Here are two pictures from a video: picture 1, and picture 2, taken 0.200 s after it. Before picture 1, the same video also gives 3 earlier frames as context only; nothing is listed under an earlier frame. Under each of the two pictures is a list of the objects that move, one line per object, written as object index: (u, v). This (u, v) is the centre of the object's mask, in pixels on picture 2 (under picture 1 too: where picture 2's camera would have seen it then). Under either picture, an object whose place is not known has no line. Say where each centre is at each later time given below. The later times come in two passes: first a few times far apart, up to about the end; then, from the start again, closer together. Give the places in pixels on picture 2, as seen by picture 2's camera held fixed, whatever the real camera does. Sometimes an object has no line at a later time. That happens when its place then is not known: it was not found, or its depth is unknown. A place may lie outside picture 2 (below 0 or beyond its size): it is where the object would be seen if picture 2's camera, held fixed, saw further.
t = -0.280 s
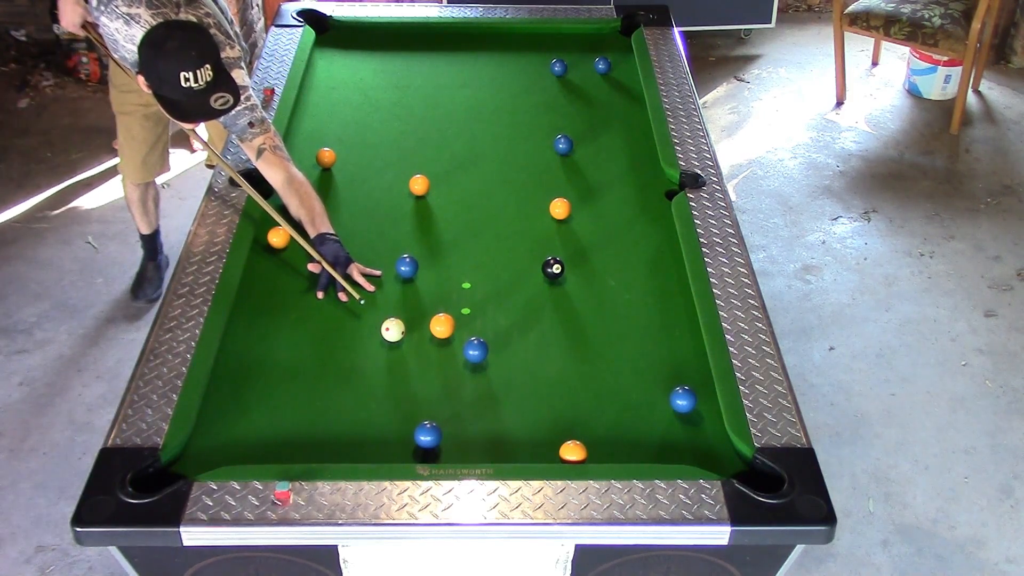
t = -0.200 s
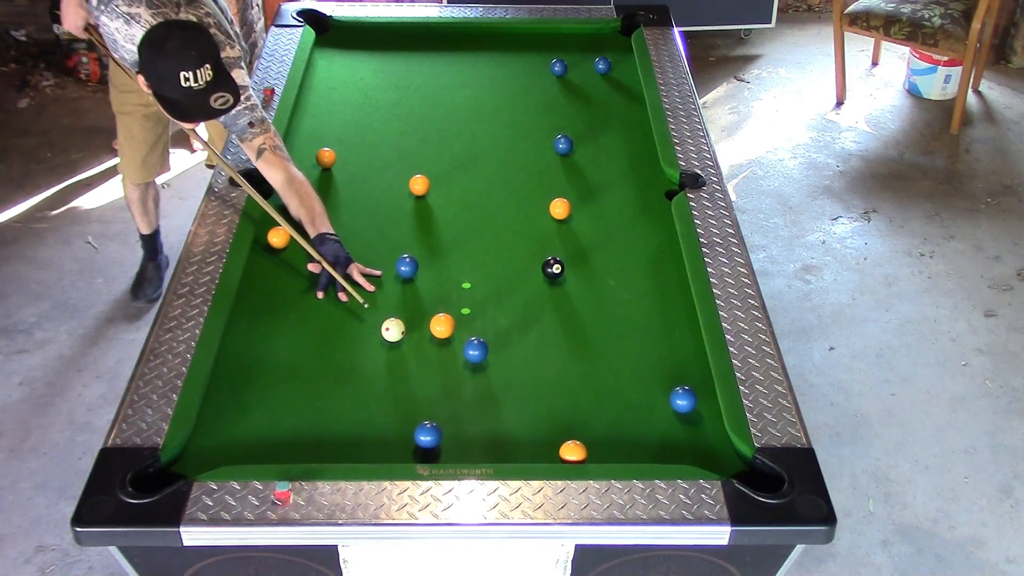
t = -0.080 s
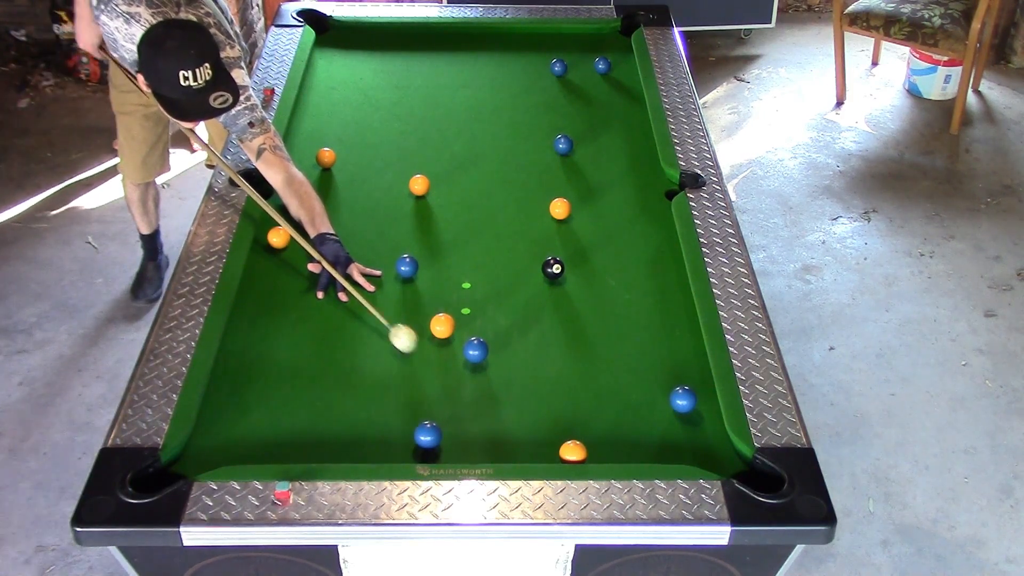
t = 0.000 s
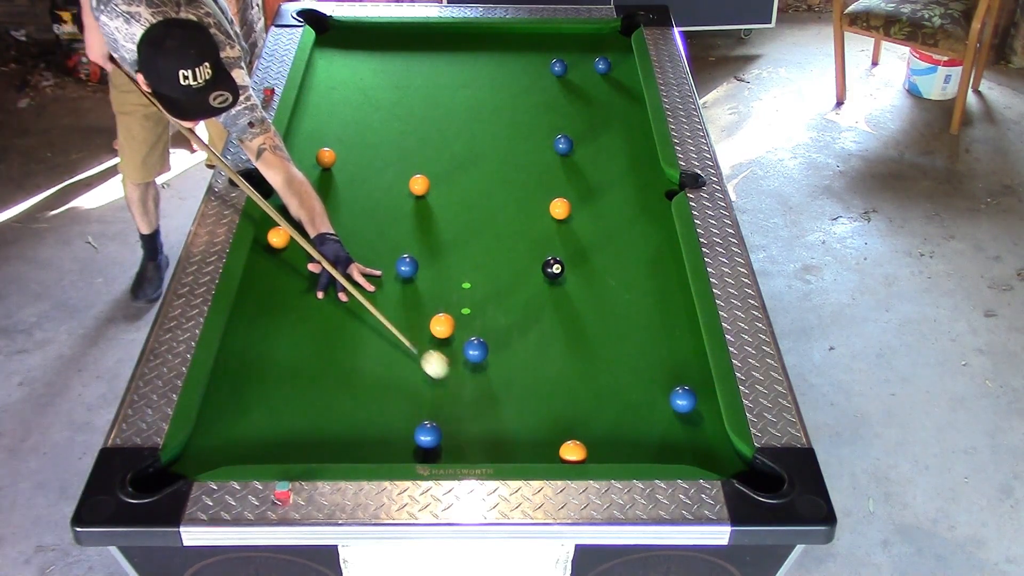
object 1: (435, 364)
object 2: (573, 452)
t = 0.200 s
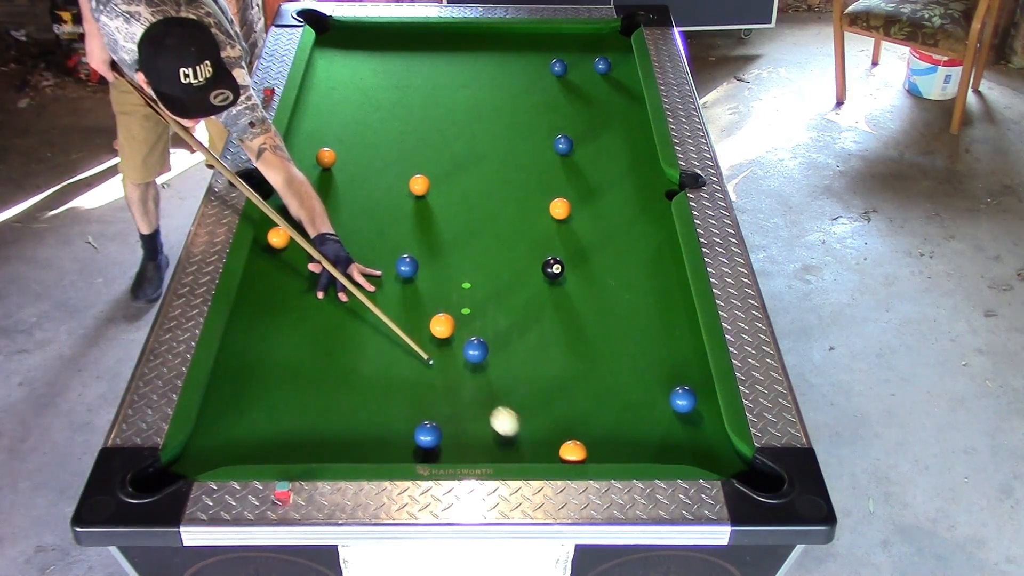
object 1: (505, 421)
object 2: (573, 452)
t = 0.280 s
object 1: (534, 443)
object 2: (573, 452)
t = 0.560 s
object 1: (543, 419)
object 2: (631, 454)
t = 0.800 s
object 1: (544, 383)
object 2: (675, 452)
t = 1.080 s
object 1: (545, 348)
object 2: (720, 452)
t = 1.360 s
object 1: (546, 318)
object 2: (726, 462)
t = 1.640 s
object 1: (547, 293)
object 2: (727, 467)
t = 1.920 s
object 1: (544, 280)
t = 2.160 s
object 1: (540, 278)
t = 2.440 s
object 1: (539, 277)
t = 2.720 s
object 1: (539, 277)
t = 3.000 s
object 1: (539, 277)
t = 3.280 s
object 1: (539, 277)
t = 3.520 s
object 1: (539, 277)
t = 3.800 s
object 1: (539, 277)
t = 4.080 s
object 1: (539, 277)
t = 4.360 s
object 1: (539, 277)
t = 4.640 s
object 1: (539, 277)
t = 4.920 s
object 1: (539, 277)
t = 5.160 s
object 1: (539, 277)
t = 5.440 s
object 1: (539, 277)
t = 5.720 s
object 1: (539, 277)
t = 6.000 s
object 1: (539, 277)
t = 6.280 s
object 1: (539, 277)
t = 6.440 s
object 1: (539, 277)
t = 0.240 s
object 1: (519, 433)
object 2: (573, 452)
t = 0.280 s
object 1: (534, 443)
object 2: (573, 452)
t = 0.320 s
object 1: (545, 453)
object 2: (576, 452)
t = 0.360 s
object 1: (543, 450)
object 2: (588, 453)
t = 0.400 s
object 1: (543, 444)
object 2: (597, 453)
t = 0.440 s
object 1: (543, 438)
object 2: (606, 454)
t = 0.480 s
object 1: (543, 432)
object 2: (615, 454)
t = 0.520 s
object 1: (543, 426)
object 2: (623, 454)
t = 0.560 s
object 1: (543, 419)
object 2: (631, 454)
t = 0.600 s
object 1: (543, 413)
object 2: (638, 454)
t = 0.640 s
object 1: (543, 407)
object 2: (646, 453)
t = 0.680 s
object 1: (544, 401)
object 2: (653, 453)
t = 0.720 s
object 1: (544, 395)
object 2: (661, 453)
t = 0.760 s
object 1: (544, 389)
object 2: (668, 453)
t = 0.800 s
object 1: (544, 383)
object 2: (675, 452)
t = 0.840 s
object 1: (544, 378)
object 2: (682, 452)
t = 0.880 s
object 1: (544, 373)
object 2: (689, 452)
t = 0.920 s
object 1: (544, 368)
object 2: (695, 452)
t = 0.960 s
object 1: (545, 363)
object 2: (702, 452)
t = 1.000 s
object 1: (545, 358)
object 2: (708, 452)
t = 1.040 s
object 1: (545, 353)
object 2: (714, 452)
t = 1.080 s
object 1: (545, 348)
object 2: (720, 452)
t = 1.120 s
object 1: (546, 343)
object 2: (727, 452)
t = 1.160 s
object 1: (546, 339)
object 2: (728, 453)
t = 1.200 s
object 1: (546, 335)
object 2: (727, 455)
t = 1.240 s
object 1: (546, 330)
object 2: (727, 457)
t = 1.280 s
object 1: (546, 326)
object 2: (726, 459)
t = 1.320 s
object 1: (546, 322)
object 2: (726, 460)
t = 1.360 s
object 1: (546, 318)
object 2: (726, 462)
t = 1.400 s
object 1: (547, 314)
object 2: (725, 463)
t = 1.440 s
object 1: (547, 311)
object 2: (725, 465)
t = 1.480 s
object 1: (547, 307)
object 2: (725, 466)
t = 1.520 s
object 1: (547, 303)
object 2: (725, 467)
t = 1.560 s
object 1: (547, 300)
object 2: (725, 467)
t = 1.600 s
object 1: (547, 297)
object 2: (726, 467)
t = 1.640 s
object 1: (547, 293)
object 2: (727, 467)
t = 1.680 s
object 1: (547, 290)
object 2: (729, 467)
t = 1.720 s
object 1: (547, 287)
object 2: (730, 467)
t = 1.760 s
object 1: (547, 284)
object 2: (733, 467)
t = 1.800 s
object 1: (546, 281)
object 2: (736, 469)
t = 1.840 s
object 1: (545, 281)
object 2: (740, 471)
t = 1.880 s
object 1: (544, 280)
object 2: (745, 477)
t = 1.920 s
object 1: (544, 280)
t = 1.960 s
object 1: (543, 279)
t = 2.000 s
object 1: (542, 279)
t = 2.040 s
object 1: (542, 279)
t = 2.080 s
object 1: (541, 278)
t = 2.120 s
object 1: (541, 278)
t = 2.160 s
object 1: (540, 278)
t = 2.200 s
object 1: (540, 277)
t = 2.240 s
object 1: (539, 277)
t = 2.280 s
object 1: (539, 277)
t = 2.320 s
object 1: (539, 277)
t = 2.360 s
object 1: (539, 277)
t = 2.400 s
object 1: (539, 277)
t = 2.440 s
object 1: (539, 277)
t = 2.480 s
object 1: (539, 277)
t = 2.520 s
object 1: (539, 277)
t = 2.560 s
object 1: (539, 277)
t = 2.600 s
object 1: (539, 277)
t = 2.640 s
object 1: (539, 277)
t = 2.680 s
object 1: (539, 277)
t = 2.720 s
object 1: (539, 277)
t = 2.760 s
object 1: (539, 277)
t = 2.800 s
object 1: (539, 277)
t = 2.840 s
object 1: (539, 277)
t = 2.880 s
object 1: (539, 277)
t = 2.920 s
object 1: (539, 277)
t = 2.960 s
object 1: (539, 277)
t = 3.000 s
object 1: (539, 277)
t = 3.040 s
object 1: (539, 277)
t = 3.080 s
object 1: (539, 277)
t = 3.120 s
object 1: (539, 277)
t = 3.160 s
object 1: (539, 277)
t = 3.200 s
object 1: (539, 277)
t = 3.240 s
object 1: (539, 277)
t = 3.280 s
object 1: (539, 277)
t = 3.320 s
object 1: (539, 277)
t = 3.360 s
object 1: (539, 277)
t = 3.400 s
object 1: (539, 277)
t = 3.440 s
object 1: (539, 277)
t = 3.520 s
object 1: (539, 277)
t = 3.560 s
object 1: (539, 277)
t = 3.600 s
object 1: (539, 277)
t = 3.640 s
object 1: (539, 277)
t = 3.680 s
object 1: (539, 277)
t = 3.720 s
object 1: (539, 277)
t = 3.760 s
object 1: (539, 277)
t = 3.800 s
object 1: (539, 277)
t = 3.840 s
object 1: (539, 277)
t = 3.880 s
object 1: (539, 277)
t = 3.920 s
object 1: (539, 277)
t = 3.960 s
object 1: (539, 277)
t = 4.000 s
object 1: (539, 277)
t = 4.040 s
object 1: (539, 277)
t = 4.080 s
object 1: (539, 277)
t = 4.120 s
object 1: (539, 277)
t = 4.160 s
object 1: (539, 277)
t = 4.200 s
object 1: (539, 277)
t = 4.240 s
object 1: (539, 277)
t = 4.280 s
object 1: (539, 277)
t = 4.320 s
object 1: (539, 277)
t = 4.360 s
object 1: (539, 277)
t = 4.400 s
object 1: (539, 277)
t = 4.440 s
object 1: (539, 277)
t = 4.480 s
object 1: (539, 277)
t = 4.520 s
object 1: (539, 277)
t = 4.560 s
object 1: (539, 277)
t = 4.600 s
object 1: (539, 277)
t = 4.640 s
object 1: (539, 277)
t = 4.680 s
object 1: (539, 277)
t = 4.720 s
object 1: (539, 277)
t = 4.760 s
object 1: (539, 277)
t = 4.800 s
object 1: (539, 277)
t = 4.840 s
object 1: (539, 277)
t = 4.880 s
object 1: (539, 277)
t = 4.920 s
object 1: (539, 277)
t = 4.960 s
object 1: (539, 277)
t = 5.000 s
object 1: (539, 277)
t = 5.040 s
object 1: (539, 277)
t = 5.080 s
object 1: (539, 277)
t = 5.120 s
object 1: (539, 277)
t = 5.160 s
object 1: (539, 277)
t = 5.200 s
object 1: (539, 277)
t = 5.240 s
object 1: (539, 277)
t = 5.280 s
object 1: (539, 277)
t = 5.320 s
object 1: (539, 277)
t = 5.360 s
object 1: (539, 277)
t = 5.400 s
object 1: (539, 277)
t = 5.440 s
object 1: (539, 277)
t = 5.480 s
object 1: (539, 277)
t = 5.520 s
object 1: (539, 277)
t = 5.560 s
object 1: (539, 277)
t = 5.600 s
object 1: (539, 277)
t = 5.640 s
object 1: (539, 277)
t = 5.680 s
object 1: (539, 277)
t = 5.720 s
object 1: (539, 277)
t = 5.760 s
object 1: (539, 277)
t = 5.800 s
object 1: (539, 277)
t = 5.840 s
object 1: (539, 277)
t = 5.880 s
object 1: (539, 277)
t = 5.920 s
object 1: (539, 277)
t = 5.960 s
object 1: (539, 277)
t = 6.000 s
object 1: (539, 277)
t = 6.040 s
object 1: (539, 277)
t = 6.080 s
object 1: (539, 277)
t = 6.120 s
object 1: (539, 277)
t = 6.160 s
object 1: (539, 277)
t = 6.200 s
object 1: (539, 277)
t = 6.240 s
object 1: (539, 277)
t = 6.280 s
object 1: (539, 277)
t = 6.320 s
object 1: (539, 277)
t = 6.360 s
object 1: (539, 277)
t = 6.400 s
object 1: (539, 277)
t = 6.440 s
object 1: (539, 277)
